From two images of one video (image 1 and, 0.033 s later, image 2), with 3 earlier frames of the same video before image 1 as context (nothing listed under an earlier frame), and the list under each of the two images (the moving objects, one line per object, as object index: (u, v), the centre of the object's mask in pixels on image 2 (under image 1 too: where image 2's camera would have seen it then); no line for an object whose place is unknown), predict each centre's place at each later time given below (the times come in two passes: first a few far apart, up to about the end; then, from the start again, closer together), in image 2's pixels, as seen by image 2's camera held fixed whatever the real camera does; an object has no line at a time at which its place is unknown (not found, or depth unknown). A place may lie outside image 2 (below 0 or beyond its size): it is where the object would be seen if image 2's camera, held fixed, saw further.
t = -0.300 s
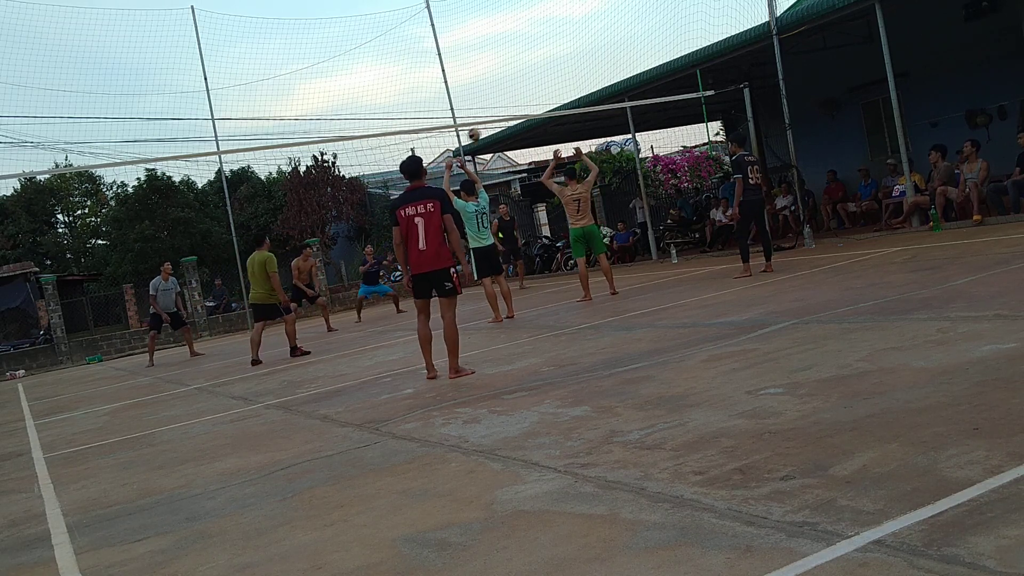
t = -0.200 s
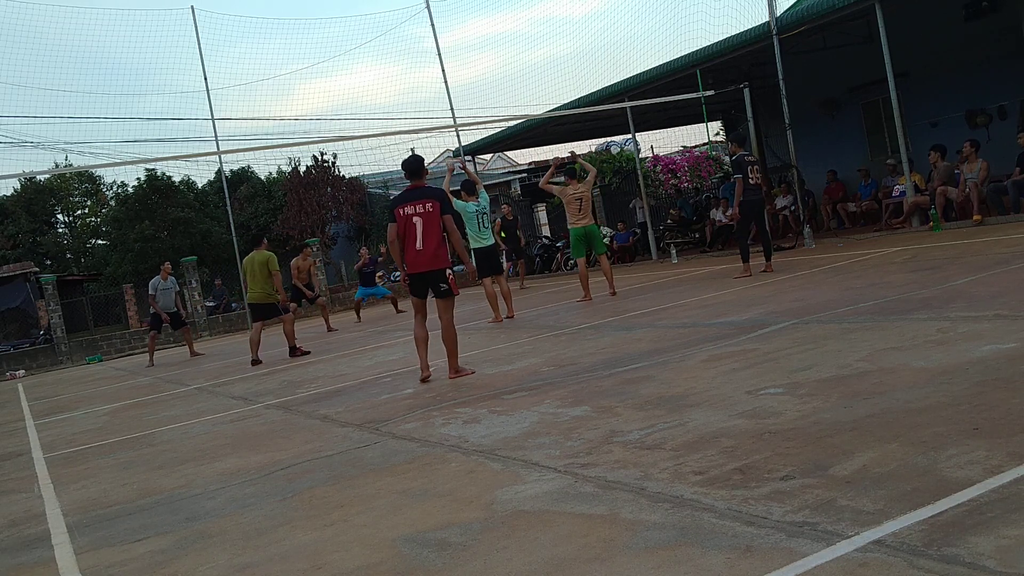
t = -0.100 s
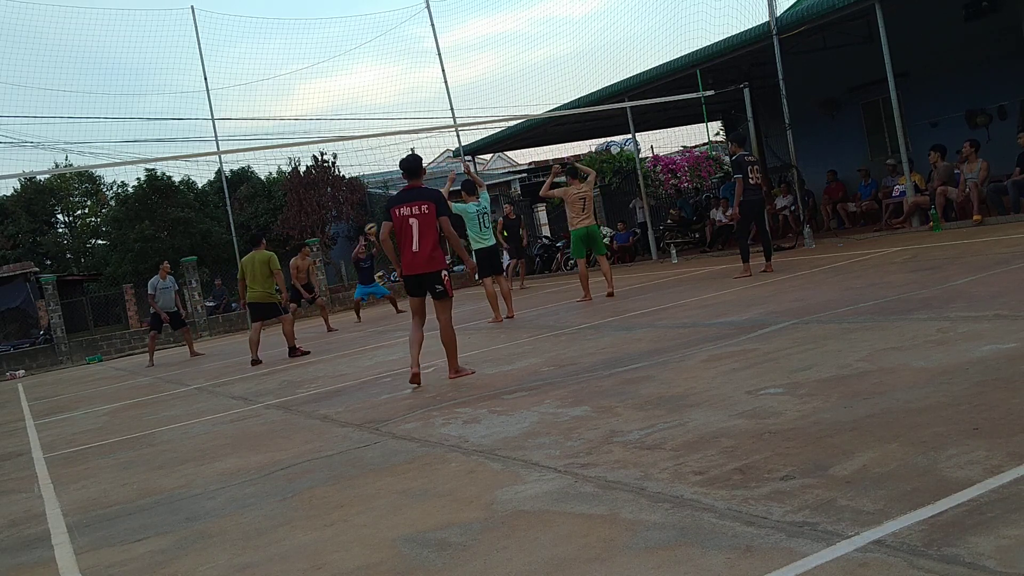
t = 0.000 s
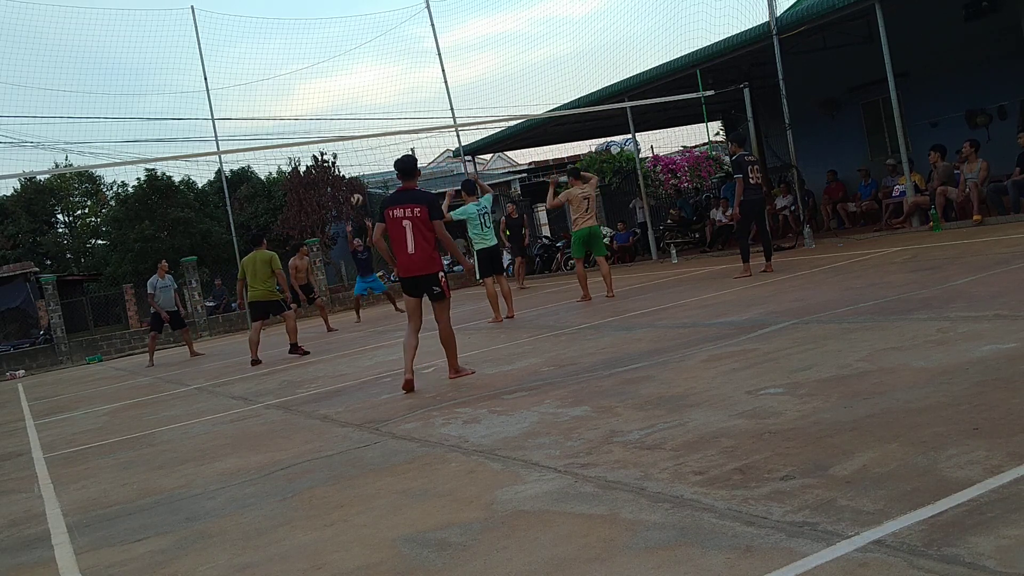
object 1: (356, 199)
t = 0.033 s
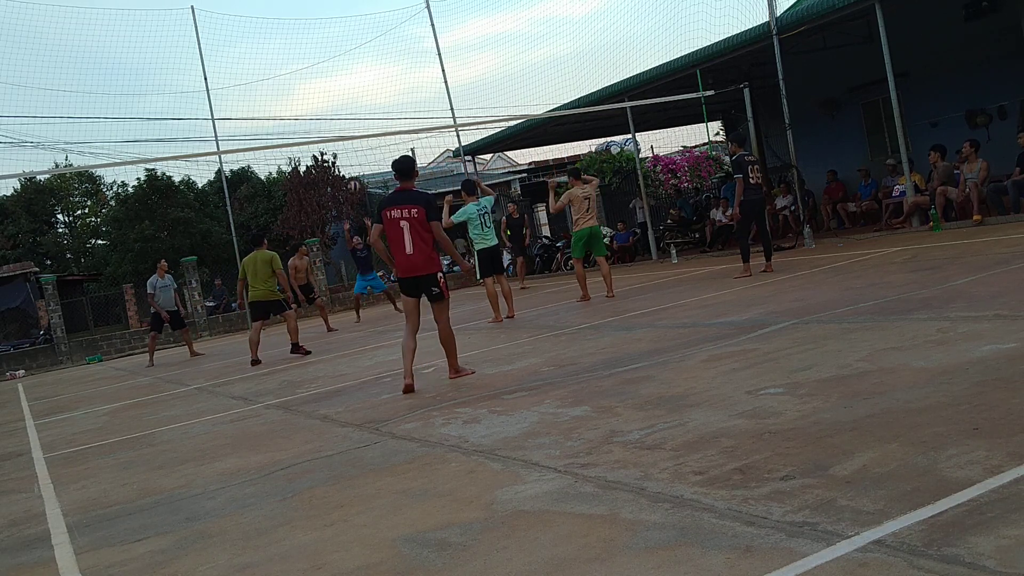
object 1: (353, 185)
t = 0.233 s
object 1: (338, 118)
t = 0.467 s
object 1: (324, 61)
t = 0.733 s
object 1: (315, 32)
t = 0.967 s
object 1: (314, 44)
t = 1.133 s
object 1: (319, 75)
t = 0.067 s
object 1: (351, 174)
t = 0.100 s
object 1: (348, 162)
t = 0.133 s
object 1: (346, 150)
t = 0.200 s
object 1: (340, 128)
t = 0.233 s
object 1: (338, 118)
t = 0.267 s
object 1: (336, 108)
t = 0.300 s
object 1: (333, 99)
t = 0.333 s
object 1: (331, 90)
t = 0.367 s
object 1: (329, 82)
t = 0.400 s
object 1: (327, 74)
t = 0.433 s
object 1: (326, 67)
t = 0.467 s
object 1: (324, 61)
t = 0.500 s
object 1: (322, 55)
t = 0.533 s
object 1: (320, 50)
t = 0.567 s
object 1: (319, 45)
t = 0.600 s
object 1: (318, 42)
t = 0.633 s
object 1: (317, 38)
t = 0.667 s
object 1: (316, 36)
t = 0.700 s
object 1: (315, 34)
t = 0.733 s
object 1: (315, 32)
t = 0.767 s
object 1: (314, 32)
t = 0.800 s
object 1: (314, 32)
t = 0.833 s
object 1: (313, 33)
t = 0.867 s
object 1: (313, 34)
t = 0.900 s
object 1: (313, 37)
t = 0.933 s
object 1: (313, 40)
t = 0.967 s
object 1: (314, 44)
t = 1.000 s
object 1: (315, 49)
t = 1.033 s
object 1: (315, 54)
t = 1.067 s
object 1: (316, 61)
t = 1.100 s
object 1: (317, 68)
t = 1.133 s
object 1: (319, 75)
